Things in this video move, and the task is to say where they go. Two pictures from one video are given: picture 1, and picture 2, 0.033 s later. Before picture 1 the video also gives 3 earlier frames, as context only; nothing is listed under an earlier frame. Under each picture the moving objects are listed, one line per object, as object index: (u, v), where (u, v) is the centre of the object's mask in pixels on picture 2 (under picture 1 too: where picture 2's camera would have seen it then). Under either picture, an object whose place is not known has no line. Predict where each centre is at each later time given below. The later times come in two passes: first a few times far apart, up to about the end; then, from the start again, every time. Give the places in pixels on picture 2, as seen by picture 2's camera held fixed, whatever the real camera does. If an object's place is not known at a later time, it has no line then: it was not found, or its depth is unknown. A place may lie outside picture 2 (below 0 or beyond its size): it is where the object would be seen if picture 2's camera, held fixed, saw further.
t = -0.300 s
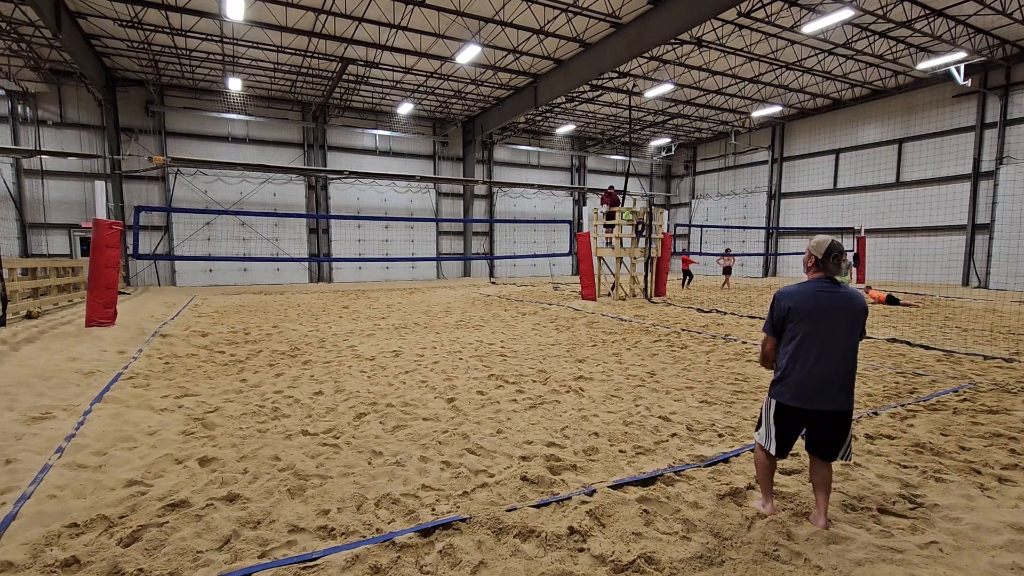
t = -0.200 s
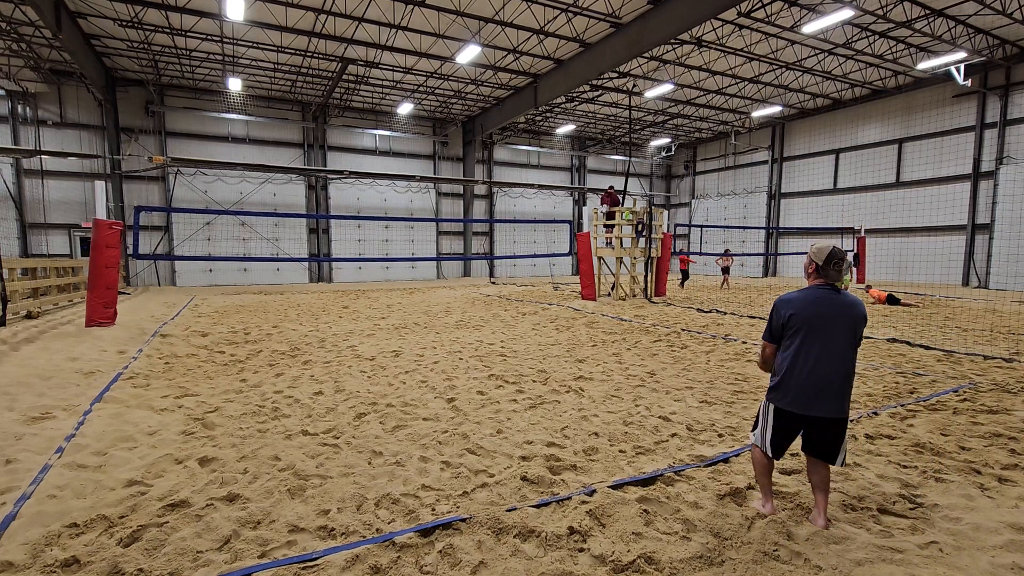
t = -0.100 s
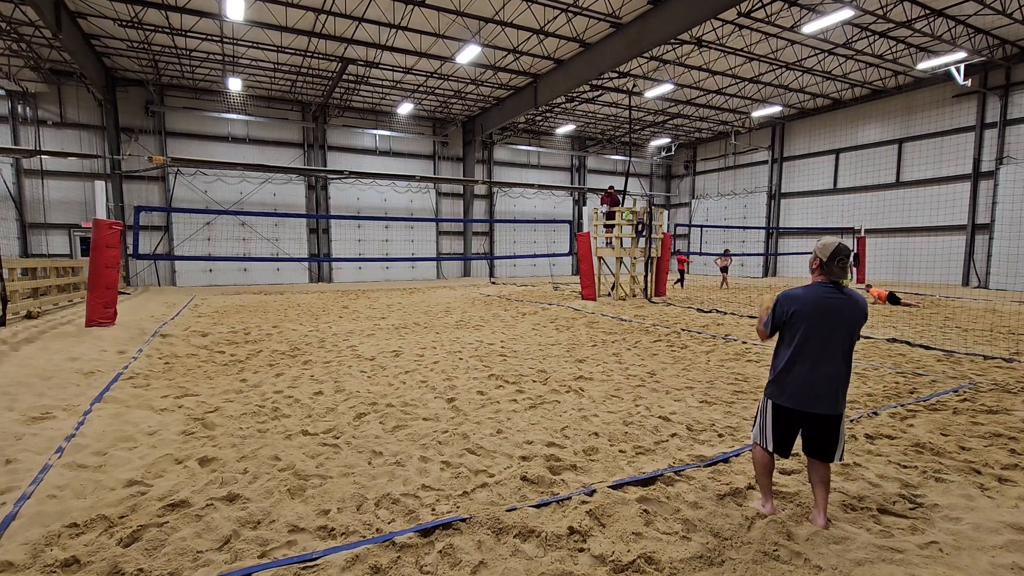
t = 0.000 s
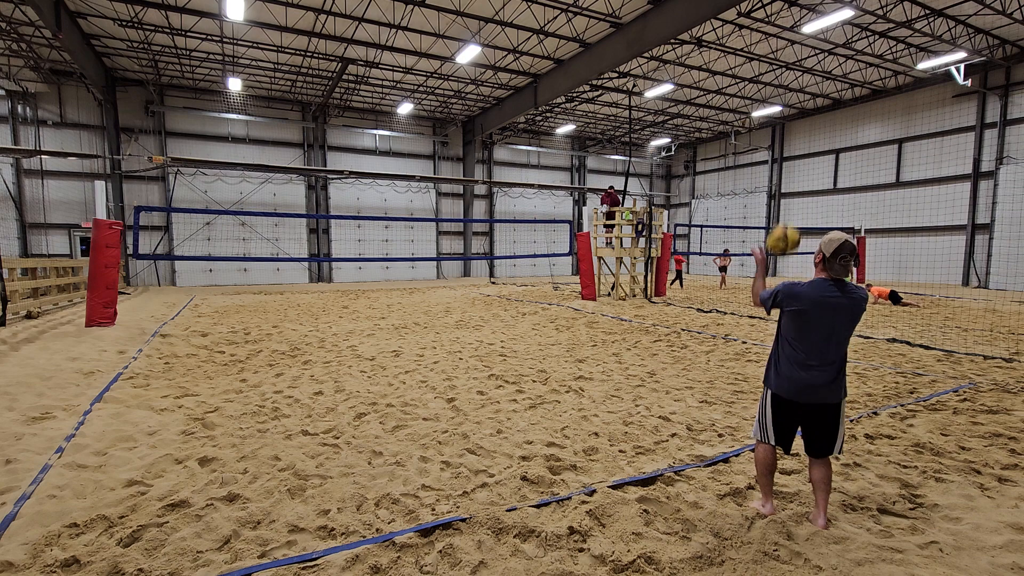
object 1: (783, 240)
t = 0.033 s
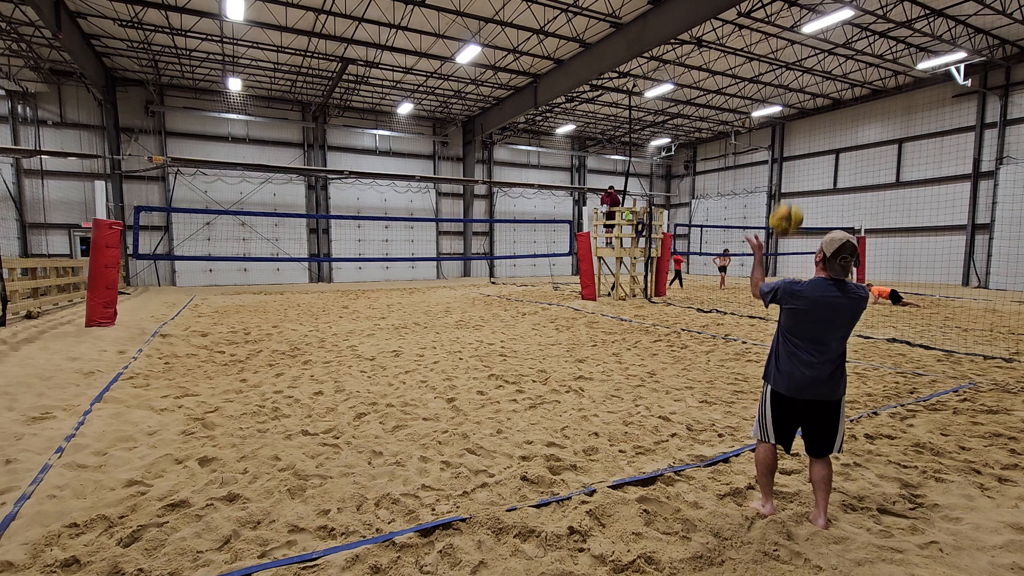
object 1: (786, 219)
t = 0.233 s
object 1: (801, 121)
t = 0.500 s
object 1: (813, 80)
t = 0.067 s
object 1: (788, 198)
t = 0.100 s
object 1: (791, 180)
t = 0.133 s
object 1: (794, 162)
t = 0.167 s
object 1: (796, 146)
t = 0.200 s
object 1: (798, 133)
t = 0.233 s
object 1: (801, 121)
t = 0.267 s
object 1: (803, 110)
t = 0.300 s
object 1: (804, 101)
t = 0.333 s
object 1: (806, 94)
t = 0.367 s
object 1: (808, 88)
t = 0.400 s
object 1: (809, 83)
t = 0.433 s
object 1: (811, 81)
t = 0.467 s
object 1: (812, 80)
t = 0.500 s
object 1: (813, 80)
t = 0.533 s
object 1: (815, 83)
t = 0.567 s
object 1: (816, 87)
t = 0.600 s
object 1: (817, 93)
